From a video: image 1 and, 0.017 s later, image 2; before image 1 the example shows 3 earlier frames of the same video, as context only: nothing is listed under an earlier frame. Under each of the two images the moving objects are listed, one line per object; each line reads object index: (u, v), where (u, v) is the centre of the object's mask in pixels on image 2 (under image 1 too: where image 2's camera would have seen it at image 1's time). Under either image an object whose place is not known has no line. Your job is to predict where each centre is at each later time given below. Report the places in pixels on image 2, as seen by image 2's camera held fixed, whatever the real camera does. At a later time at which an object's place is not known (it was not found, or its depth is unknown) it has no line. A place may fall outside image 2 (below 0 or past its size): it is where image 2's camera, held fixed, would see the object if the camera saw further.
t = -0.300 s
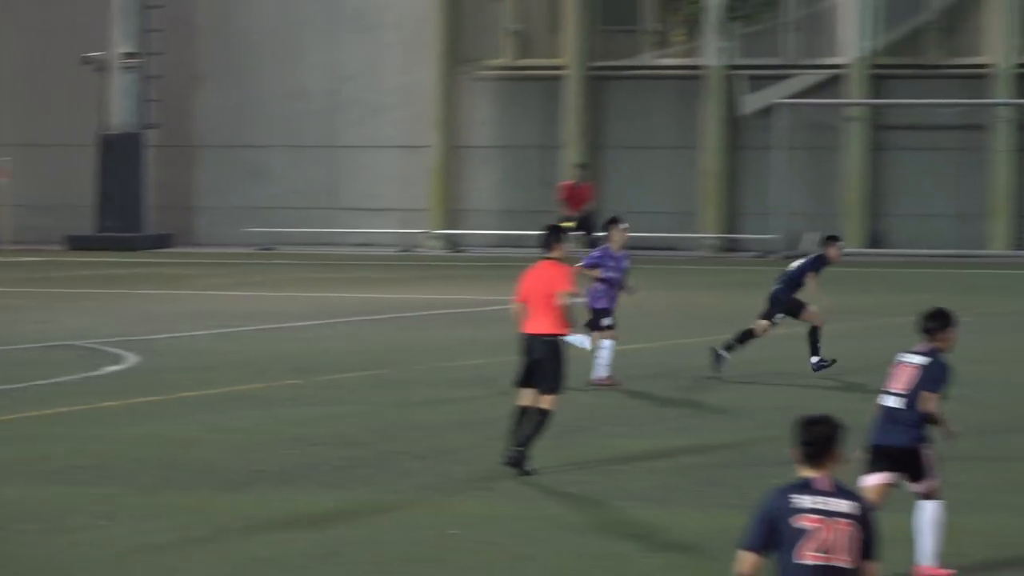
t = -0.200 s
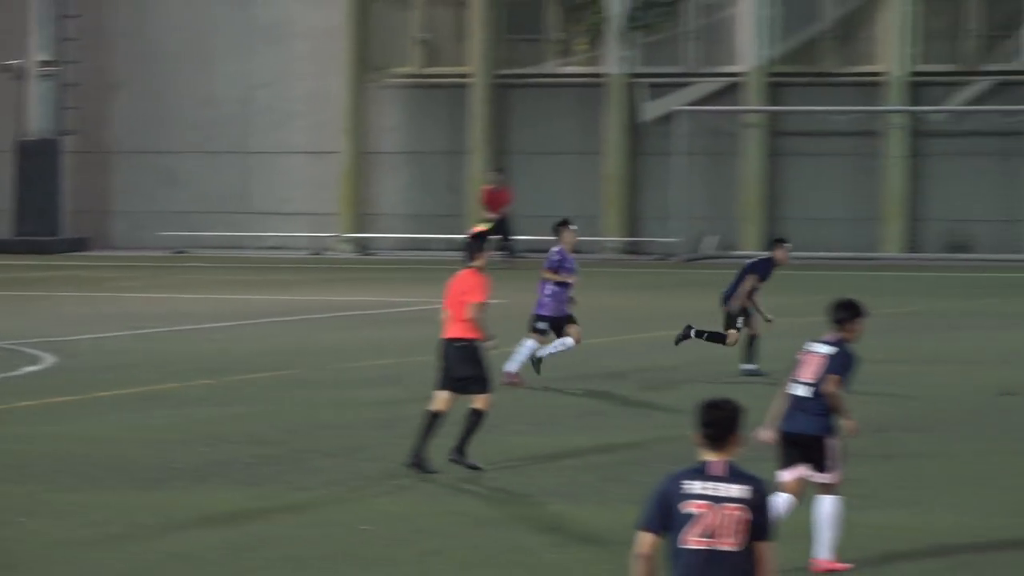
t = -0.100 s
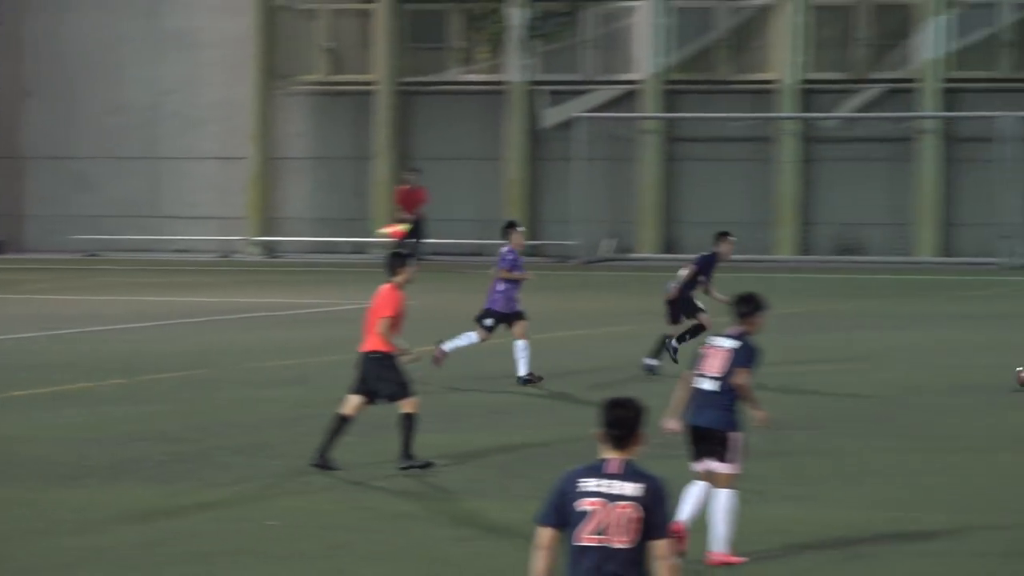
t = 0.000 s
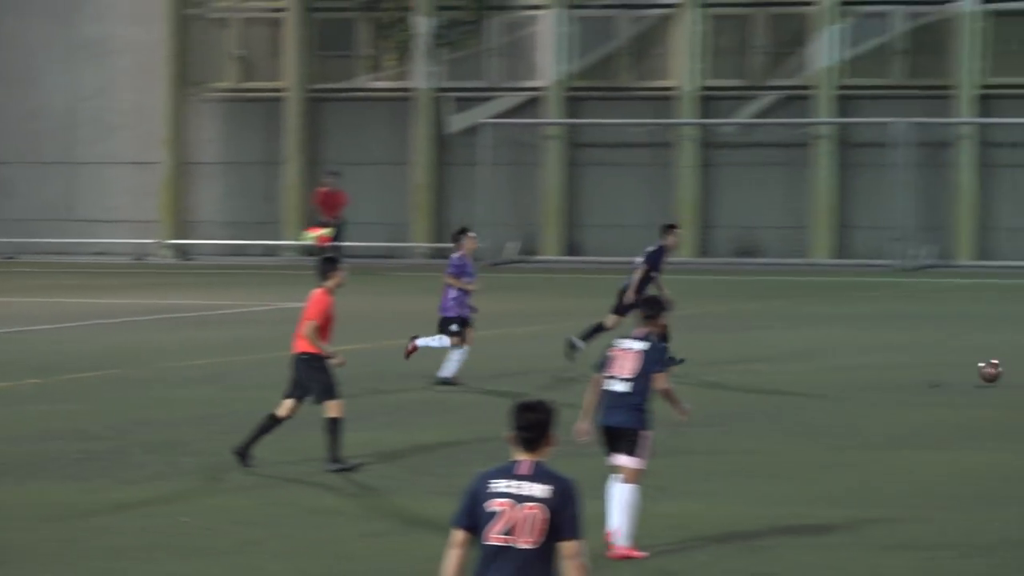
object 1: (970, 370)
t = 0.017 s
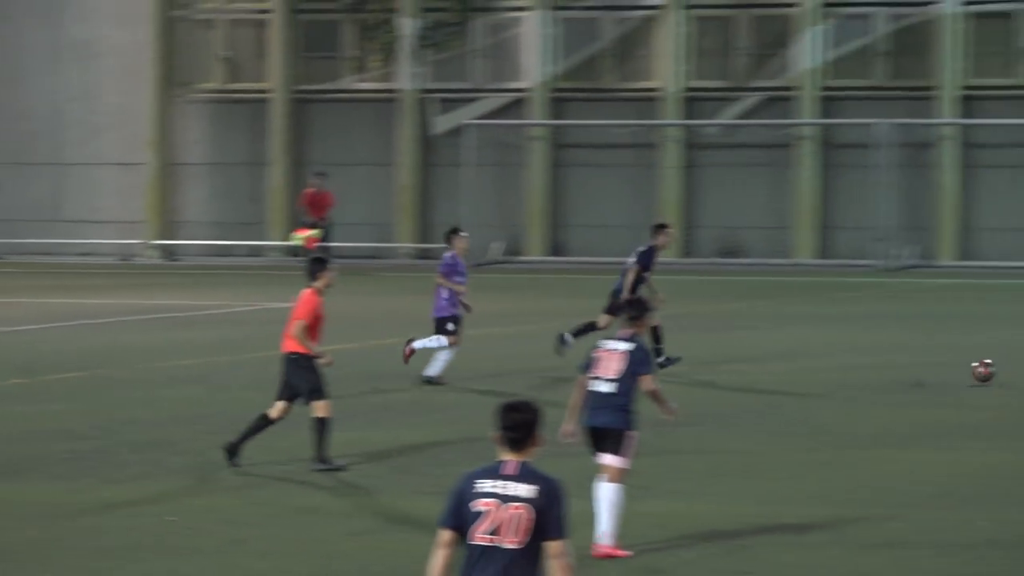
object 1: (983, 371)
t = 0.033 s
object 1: (996, 372)
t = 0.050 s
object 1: (1010, 373)
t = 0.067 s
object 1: (1022, 375)
